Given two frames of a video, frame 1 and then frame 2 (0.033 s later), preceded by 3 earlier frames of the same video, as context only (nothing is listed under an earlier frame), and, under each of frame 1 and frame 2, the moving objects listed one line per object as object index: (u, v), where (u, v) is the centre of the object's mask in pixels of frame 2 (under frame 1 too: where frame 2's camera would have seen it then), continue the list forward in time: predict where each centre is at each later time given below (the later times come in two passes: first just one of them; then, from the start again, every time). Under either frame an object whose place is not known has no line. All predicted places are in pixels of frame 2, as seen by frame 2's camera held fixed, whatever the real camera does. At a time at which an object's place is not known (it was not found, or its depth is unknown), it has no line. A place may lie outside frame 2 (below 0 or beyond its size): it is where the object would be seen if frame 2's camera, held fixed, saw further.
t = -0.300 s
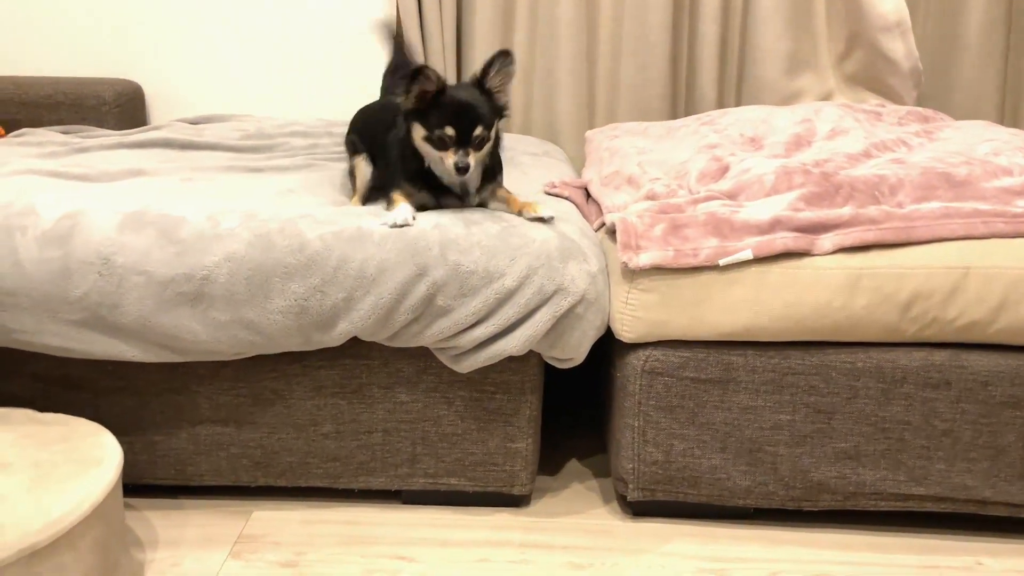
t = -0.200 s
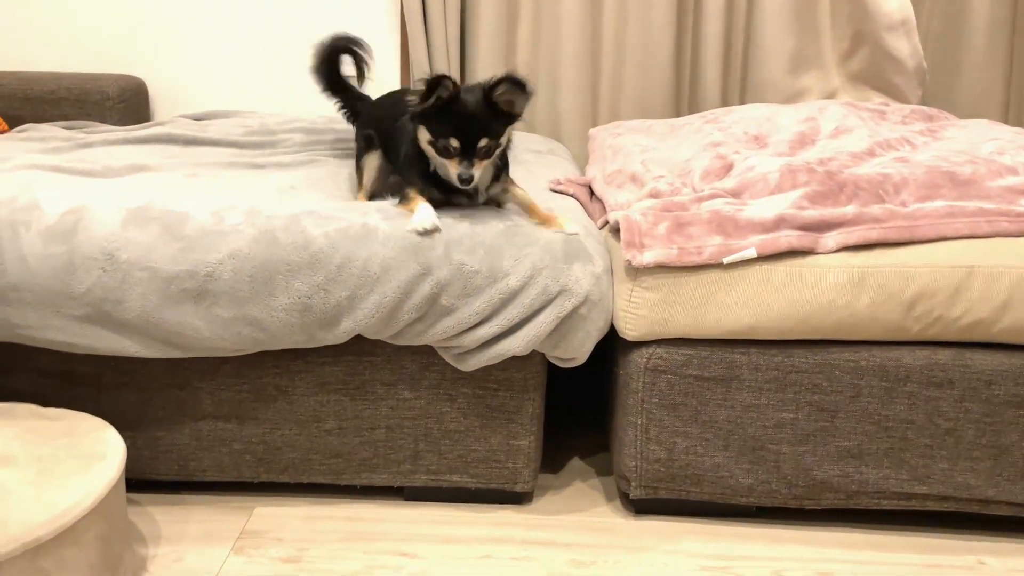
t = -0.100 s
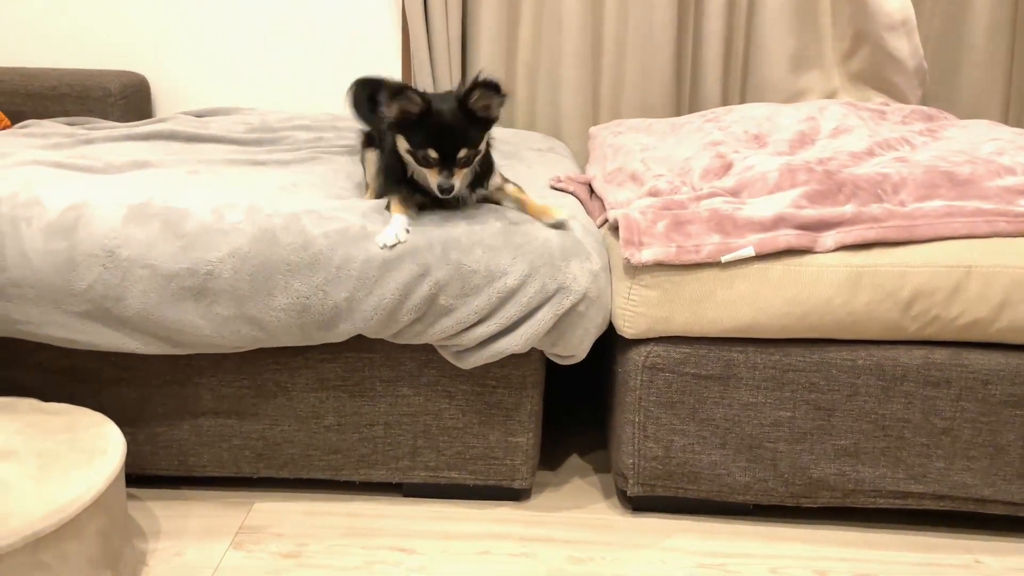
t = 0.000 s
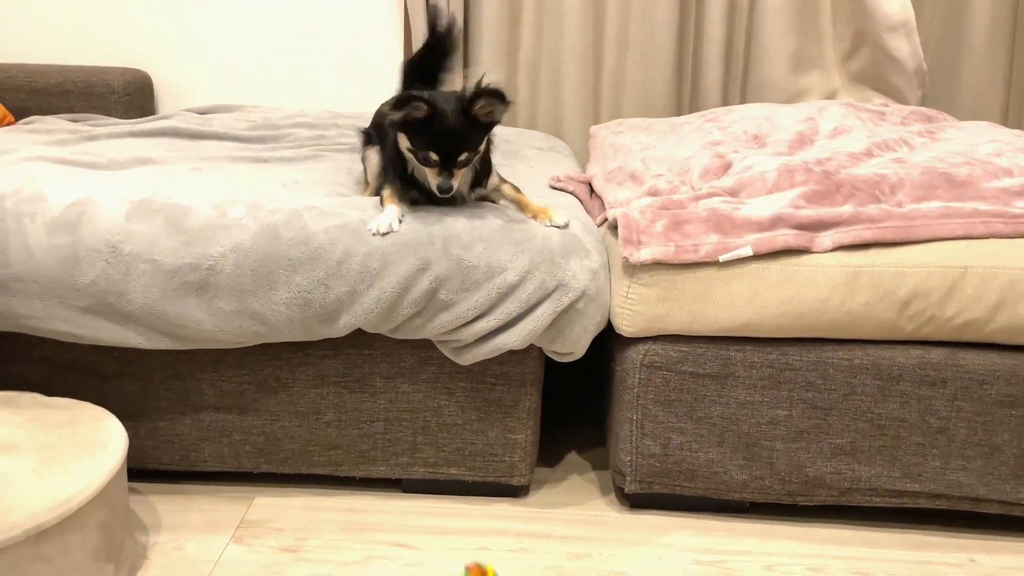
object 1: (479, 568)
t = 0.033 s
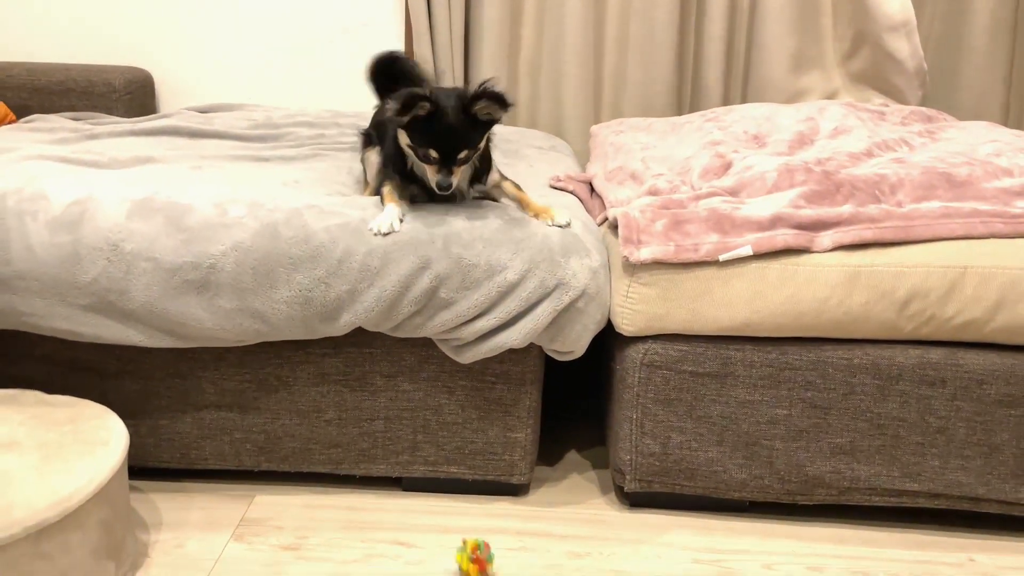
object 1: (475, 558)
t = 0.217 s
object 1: (441, 496)
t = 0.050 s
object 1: (472, 552)
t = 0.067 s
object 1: (470, 546)
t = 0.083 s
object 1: (467, 538)
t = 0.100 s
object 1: (463, 528)
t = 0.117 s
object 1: (459, 519)
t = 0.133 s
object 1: (455, 513)
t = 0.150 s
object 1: (451, 505)
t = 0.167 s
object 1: (447, 497)
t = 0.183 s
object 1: (442, 489)
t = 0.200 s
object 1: (442, 491)
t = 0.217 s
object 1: (441, 496)
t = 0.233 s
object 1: (442, 495)
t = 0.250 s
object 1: (442, 496)
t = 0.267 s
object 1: (442, 499)
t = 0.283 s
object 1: (442, 504)
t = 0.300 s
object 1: (442, 509)
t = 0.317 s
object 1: (444, 509)
